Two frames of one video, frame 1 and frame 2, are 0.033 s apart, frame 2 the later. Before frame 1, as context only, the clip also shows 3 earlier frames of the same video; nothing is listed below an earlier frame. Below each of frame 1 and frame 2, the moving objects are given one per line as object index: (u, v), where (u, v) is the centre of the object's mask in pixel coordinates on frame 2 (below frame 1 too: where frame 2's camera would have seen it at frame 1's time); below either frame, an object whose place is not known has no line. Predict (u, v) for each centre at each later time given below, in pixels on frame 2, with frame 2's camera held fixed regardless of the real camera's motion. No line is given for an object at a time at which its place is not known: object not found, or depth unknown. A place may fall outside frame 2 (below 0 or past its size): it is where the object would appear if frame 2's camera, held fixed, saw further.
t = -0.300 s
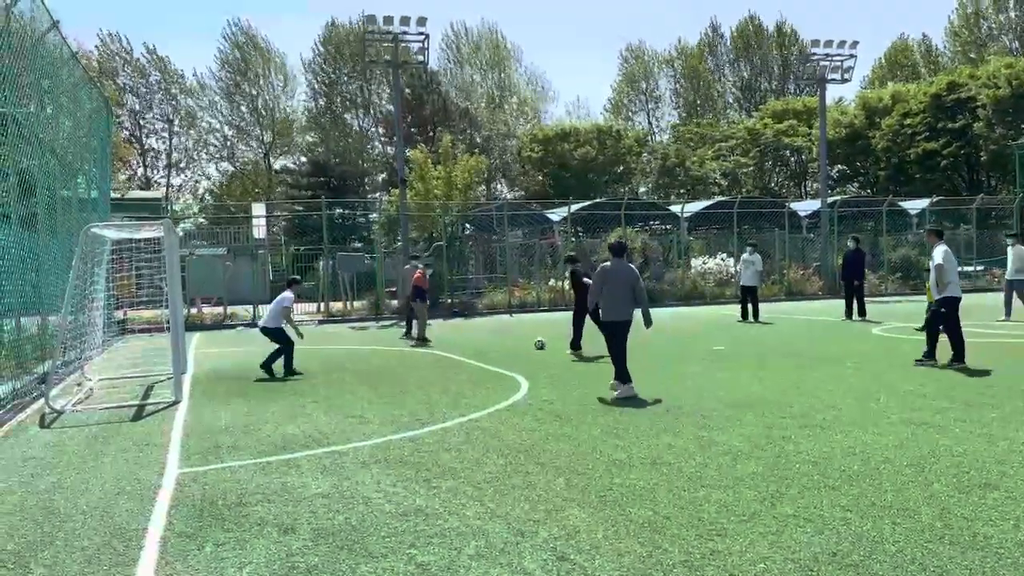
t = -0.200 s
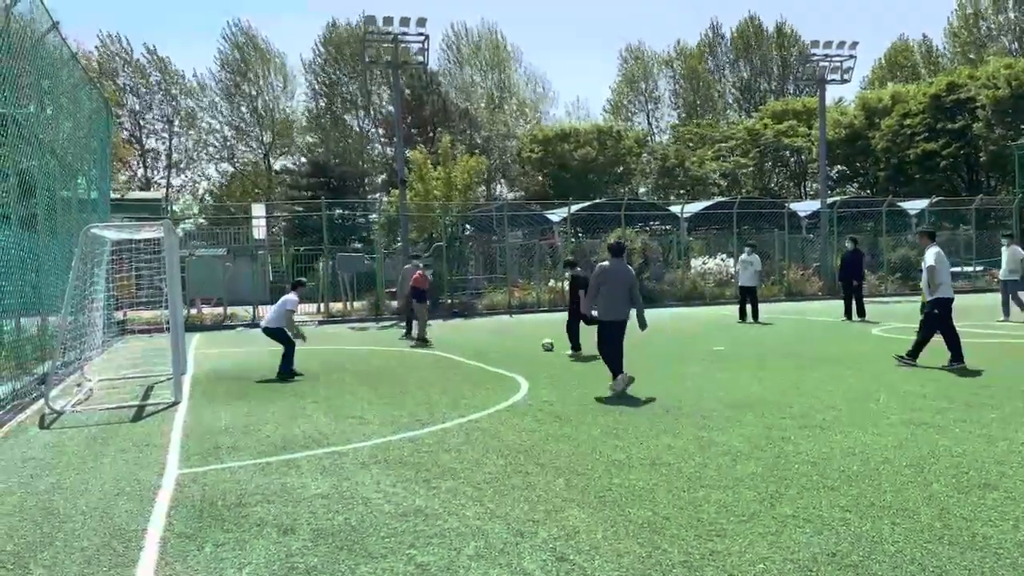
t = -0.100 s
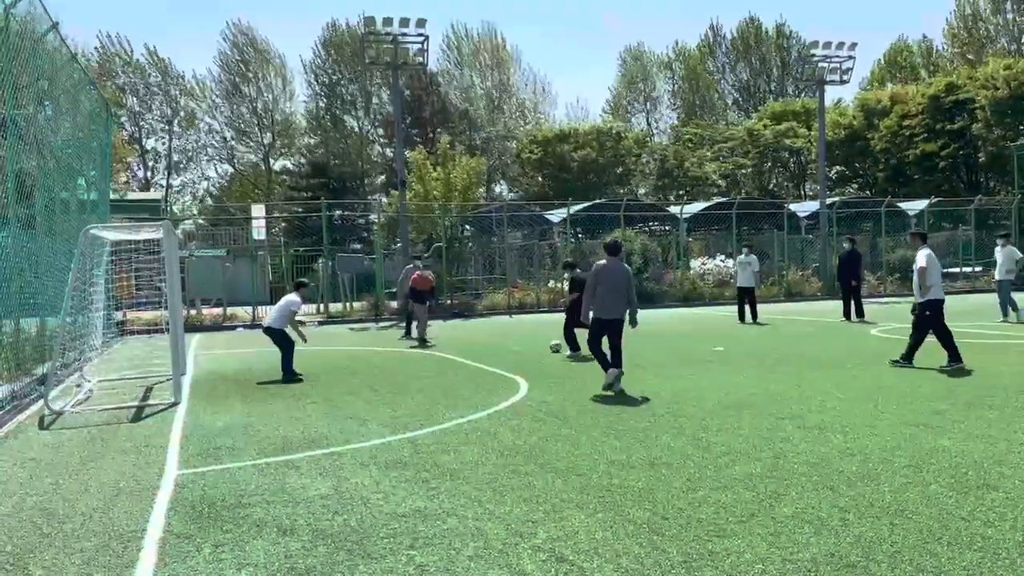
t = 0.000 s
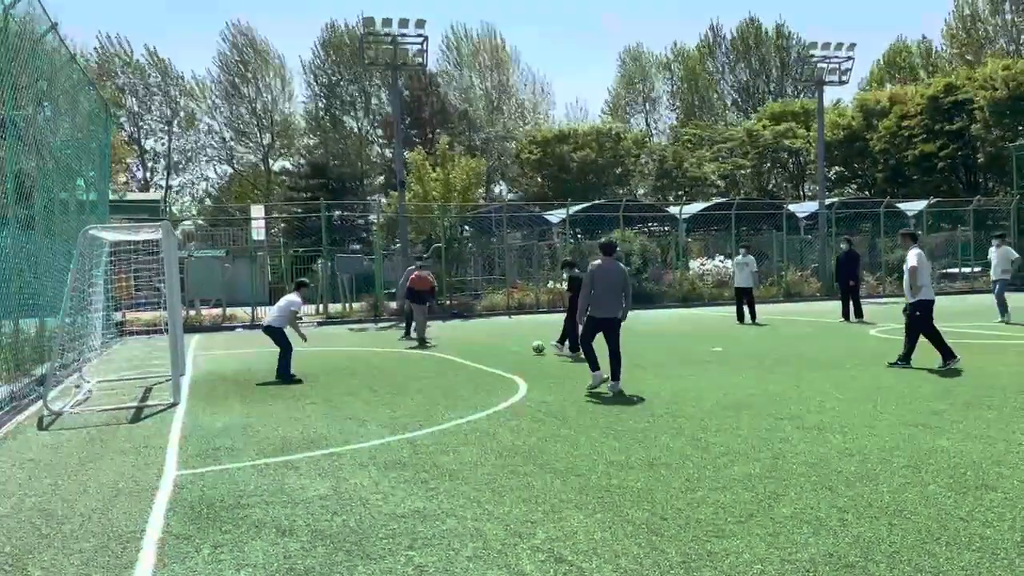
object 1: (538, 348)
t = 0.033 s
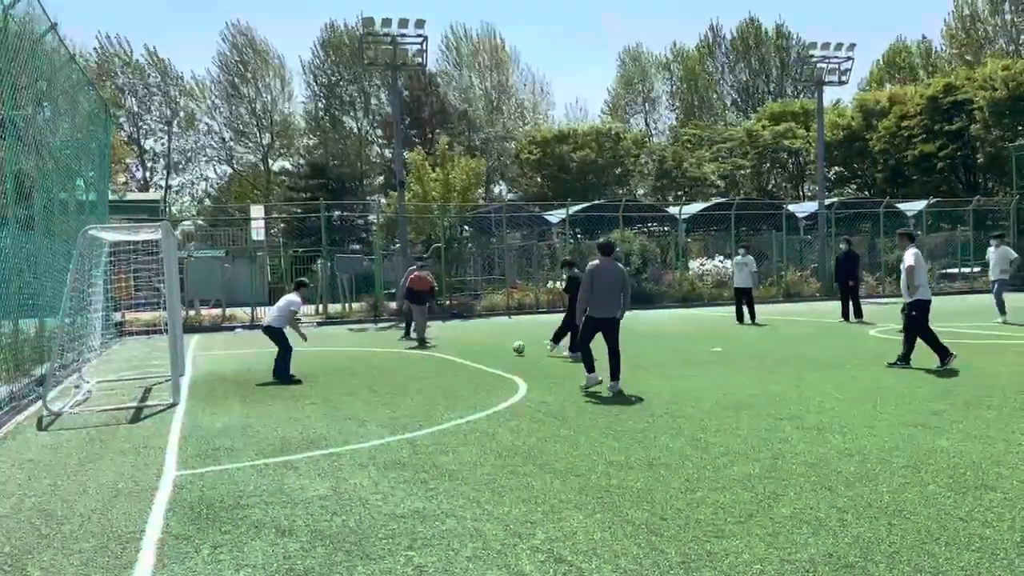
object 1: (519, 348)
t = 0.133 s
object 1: (463, 352)
